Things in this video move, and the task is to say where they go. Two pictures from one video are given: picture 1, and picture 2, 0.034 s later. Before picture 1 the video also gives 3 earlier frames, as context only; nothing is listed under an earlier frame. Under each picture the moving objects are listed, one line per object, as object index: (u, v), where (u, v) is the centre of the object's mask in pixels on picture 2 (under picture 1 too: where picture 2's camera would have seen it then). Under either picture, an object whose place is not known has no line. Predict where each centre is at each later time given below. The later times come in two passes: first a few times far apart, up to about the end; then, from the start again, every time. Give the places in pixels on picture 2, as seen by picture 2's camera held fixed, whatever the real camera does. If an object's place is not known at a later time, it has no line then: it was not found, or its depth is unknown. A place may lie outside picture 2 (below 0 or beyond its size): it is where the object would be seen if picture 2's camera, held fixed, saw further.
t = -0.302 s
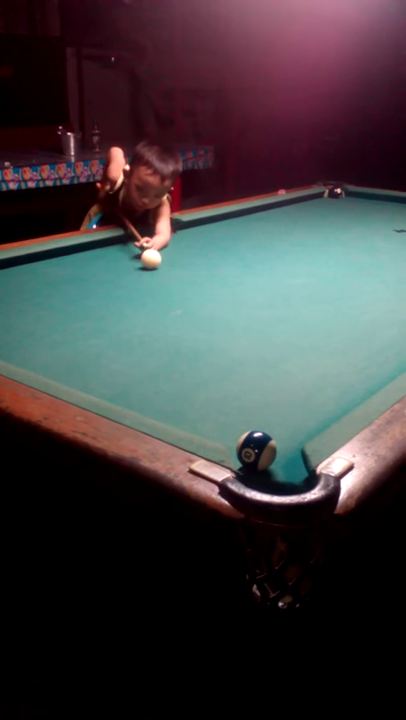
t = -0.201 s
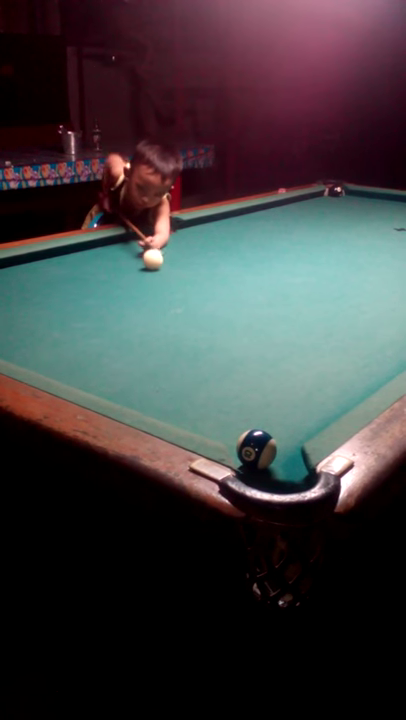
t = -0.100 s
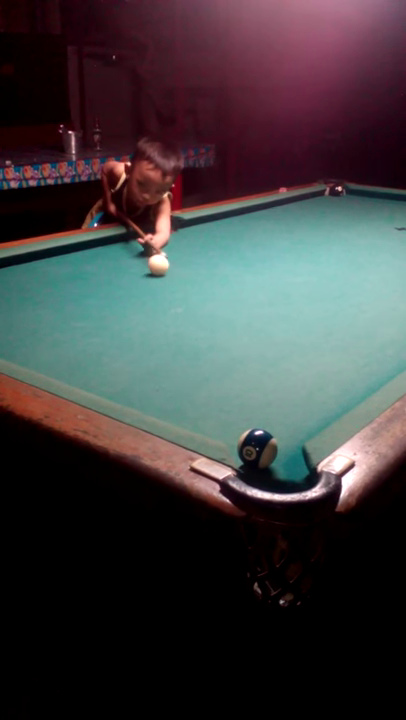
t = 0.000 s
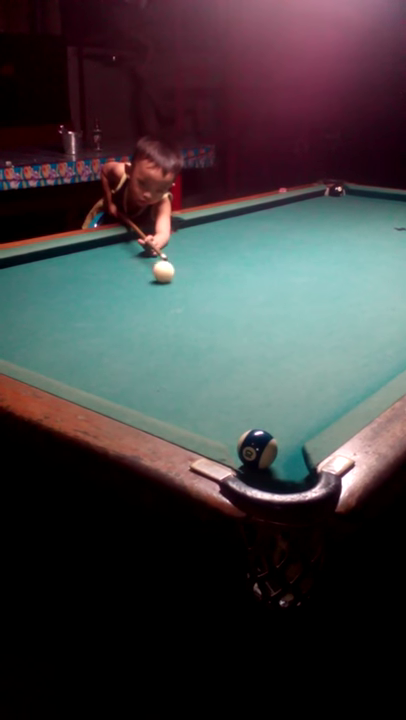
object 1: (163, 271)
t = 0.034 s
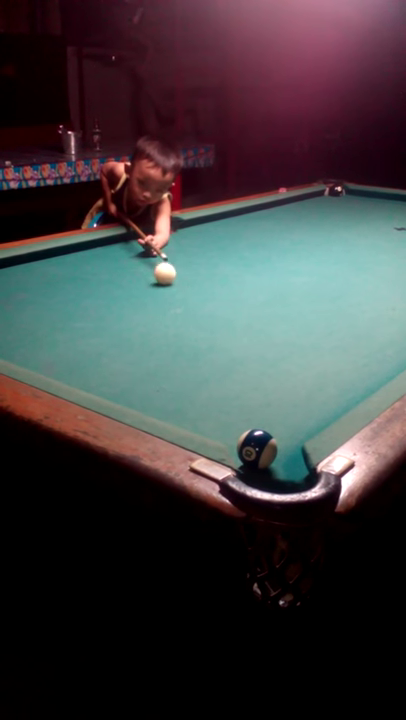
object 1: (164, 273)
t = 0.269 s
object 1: (178, 290)
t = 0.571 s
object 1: (198, 313)
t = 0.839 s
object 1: (219, 337)
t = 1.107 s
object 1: (243, 364)
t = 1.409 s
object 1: (276, 402)
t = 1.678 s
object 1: (290, 430)
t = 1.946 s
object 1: (236, 424)
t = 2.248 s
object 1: (191, 419)
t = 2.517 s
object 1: (169, 412)
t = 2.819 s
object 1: (161, 407)
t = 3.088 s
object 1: (156, 403)
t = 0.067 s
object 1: (166, 275)
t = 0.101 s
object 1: (168, 278)
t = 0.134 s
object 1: (170, 280)
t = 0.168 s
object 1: (172, 282)
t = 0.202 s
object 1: (174, 285)
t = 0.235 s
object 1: (176, 288)
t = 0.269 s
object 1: (178, 290)
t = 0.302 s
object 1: (180, 292)
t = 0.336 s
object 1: (182, 295)
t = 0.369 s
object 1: (184, 297)
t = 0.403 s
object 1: (186, 300)
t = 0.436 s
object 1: (189, 302)
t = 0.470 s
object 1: (191, 305)
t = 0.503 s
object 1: (193, 308)
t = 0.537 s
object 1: (196, 311)
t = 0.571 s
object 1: (198, 313)
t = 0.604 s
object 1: (201, 316)
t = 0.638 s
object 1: (203, 319)
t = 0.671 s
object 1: (205, 321)
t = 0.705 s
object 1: (208, 324)
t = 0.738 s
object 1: (211, 328)
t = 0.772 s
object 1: (213, 330)
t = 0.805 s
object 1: (216, 334)
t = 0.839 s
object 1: (219, 337)
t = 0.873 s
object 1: (222, 340)
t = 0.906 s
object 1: (225, 344)
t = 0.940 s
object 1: (228, 347)
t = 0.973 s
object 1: (230, 350)
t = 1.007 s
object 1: (233, 354)
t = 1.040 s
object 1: (237, 357)
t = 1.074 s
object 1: (240, 361)
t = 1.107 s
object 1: (243, 364)
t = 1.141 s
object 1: (246, 368)
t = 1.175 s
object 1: (250, 372)
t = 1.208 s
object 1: (253, 376)
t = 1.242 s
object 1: (257, 380)
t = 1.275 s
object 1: (260, 384)
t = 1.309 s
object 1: (264, 388)
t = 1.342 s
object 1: (268, 393)
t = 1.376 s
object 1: (272, 397)
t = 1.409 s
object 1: (276, 402)
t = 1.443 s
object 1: (280, 406)
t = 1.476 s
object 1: (284, 411)
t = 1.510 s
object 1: (288, 415)
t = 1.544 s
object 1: (292, 420)
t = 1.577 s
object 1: (296, 425)
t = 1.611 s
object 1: (299, 428)
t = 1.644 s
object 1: (296, 430)
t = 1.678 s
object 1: (290, 430)
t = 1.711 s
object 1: (284, 428)
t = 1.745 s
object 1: (279, 427)
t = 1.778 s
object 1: (272, 424)
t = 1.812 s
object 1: (265, 422)
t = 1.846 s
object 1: (258, 422)
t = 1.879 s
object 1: (250, 422)
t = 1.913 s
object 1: (243, 423)
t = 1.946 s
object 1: (236, 424)
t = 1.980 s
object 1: (231, 425)
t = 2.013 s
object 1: (226, 425)
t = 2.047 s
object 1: (221, 424)
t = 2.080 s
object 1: (216, 423)
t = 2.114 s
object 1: (210, 422)
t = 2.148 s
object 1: (206, 422)
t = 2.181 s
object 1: (201, 421)
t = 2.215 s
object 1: (195, 420)
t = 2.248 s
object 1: (191, 419)
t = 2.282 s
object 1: (186, 418)
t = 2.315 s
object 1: (182, 417)
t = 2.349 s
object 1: (177, 416)
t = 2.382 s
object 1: (174, 415)
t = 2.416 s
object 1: (173, 414)
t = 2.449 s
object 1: (171, 413)
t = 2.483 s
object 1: (170, 413)
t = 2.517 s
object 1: (169, 412)
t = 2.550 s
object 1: (168, 411)
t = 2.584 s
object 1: (167, 411)
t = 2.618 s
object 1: (166, 410)
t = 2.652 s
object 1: (165, 409)
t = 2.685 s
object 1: (164, 409)
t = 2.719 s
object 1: (163, 408)
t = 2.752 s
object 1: (162, 408)
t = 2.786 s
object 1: (162, 407)
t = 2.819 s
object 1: (161, 407)
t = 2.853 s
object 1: (160, 406)
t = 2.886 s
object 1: (160, 405)
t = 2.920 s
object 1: (159, 405)
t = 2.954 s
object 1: (158, 405)
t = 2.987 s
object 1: (158, 404)
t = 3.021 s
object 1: (157, 404)
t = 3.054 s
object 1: (156, 404)
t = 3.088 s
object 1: (156, 403)
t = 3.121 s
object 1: (155, 403)
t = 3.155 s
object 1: (155, 402)
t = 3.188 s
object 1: (153, 402)
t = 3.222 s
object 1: (153, 402)
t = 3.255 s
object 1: (152, 402)
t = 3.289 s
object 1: (152, 401)
